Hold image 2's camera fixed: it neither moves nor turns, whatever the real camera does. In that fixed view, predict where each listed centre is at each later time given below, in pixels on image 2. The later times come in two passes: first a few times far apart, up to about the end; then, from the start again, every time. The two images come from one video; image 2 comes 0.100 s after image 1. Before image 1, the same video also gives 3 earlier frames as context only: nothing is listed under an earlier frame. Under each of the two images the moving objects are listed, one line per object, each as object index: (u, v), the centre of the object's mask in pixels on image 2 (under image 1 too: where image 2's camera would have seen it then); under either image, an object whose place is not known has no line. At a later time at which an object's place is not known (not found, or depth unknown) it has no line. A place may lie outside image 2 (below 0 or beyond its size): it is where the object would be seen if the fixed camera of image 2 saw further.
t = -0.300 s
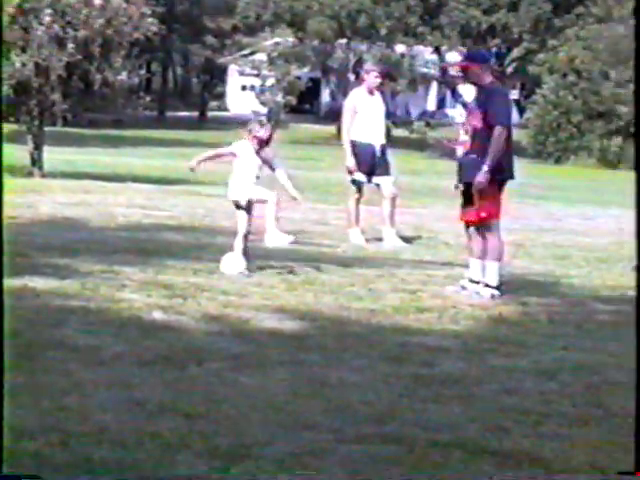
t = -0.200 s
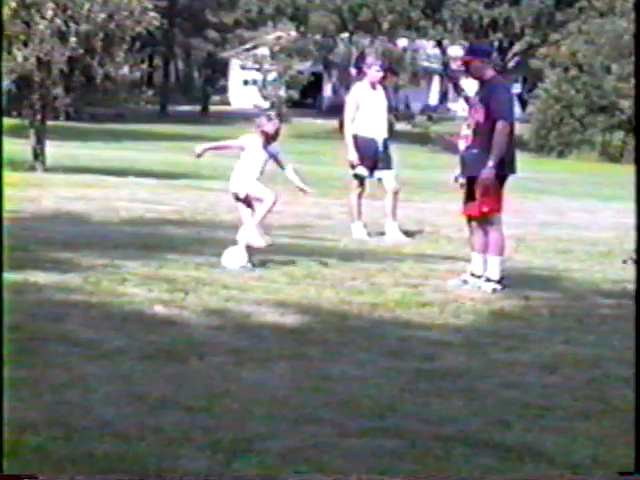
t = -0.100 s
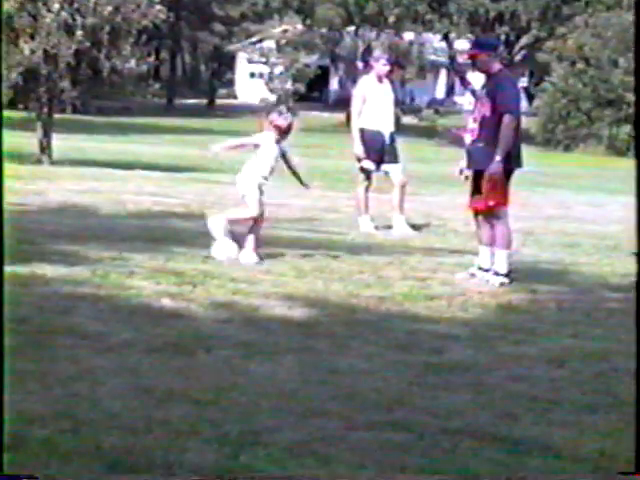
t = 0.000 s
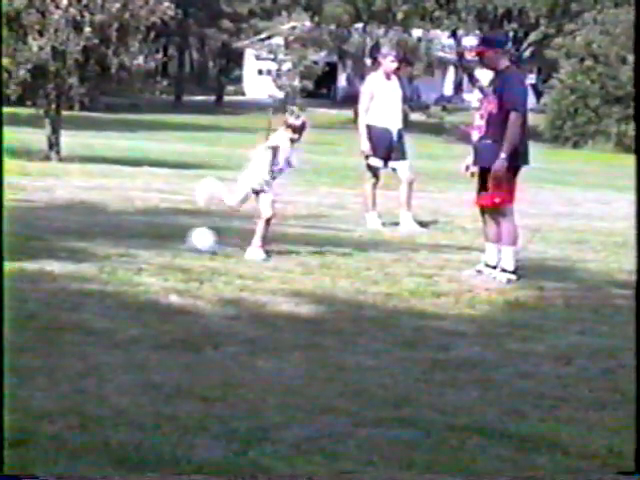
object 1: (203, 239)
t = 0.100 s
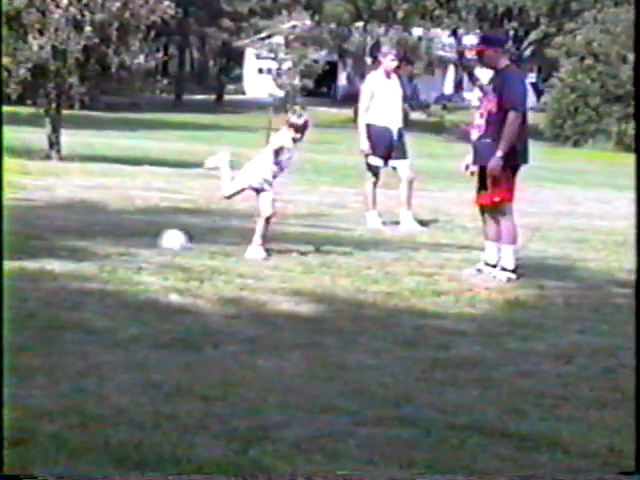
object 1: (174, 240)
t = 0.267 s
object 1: (136, 230)
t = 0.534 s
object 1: (80, 231)
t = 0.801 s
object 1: (48, 228)
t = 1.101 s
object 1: (21, 230)
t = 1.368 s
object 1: (8, 230)
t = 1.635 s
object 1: (12, 230)
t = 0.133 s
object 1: (164, 239)
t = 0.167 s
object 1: (157, 237)
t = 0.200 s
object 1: (150, 235)
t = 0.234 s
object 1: (142, 232)
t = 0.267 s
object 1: (136, 230)
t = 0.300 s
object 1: (128, 230)
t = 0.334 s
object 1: (120, 229)
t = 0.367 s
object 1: (114, 231)
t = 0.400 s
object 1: (107, 232)
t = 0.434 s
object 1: (99, 232)
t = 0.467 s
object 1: (93, 230)
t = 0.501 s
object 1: (88, 231)
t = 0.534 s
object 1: (80, 231)
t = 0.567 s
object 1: (75, 231)
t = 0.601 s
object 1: (70, 230)
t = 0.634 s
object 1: (66, 228)
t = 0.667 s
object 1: (62, 227)
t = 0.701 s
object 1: (59, 226)
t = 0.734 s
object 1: (54, 226)
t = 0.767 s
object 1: (51, 226)
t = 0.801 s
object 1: (48, 228)
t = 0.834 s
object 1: (45, 230)
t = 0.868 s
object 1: (41, 230)
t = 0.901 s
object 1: (37, 229)
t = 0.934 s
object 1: (35, 229)
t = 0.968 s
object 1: (32, 229)
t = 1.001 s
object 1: (30, 229)
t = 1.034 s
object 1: (27, 230)
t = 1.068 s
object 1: (24, 231)
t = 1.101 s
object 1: (21, 230)
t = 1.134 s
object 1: (20, 230)
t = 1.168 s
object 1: (18, 230)
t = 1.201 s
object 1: (16, 230)
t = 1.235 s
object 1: (14, 231)
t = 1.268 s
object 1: (12, 230)
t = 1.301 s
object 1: (9, 229)
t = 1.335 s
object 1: (9, 230)
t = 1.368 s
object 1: (8, 230)
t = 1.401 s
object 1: (9, 230)
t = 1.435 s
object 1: (9, 230)
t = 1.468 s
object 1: (9, 230)
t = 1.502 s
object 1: (10, 230)
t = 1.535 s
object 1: (11, 230)
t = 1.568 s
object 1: (11, 230)
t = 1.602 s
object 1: (12, 230)
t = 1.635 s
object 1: (12, 230)
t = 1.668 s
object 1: (13, 231)
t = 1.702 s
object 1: (13, 230)
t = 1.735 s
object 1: (13, 230)
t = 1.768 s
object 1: (13, 230)
